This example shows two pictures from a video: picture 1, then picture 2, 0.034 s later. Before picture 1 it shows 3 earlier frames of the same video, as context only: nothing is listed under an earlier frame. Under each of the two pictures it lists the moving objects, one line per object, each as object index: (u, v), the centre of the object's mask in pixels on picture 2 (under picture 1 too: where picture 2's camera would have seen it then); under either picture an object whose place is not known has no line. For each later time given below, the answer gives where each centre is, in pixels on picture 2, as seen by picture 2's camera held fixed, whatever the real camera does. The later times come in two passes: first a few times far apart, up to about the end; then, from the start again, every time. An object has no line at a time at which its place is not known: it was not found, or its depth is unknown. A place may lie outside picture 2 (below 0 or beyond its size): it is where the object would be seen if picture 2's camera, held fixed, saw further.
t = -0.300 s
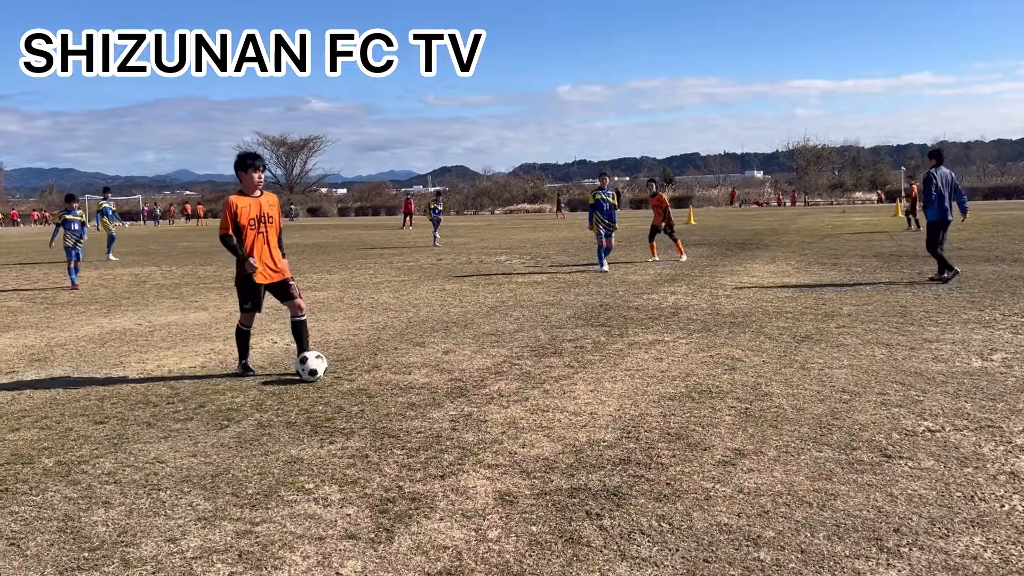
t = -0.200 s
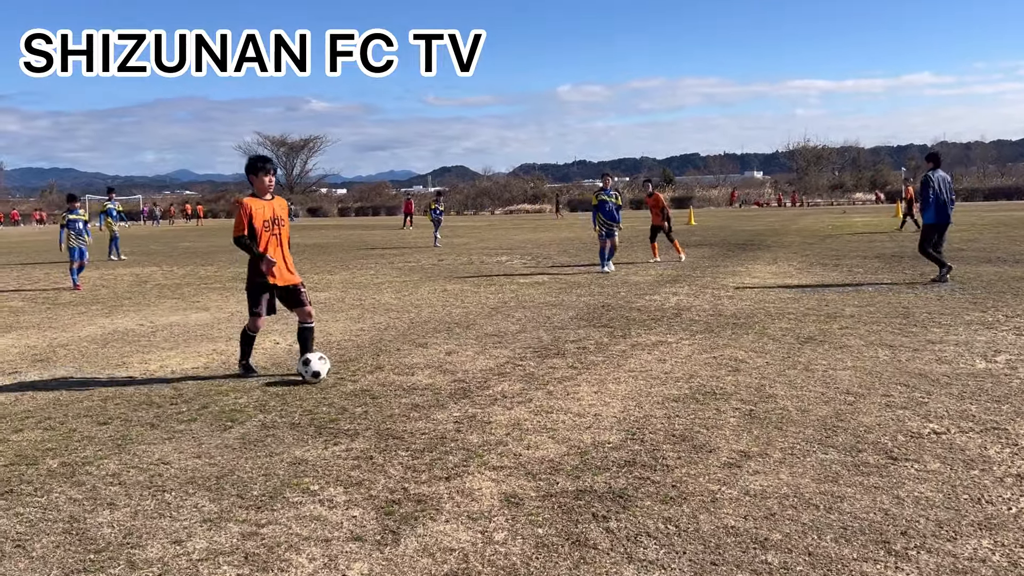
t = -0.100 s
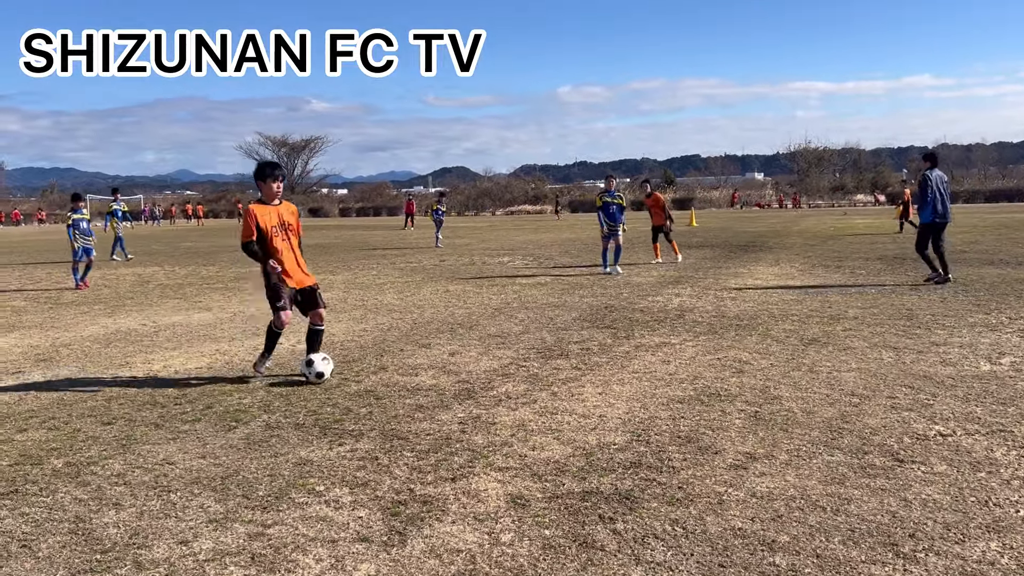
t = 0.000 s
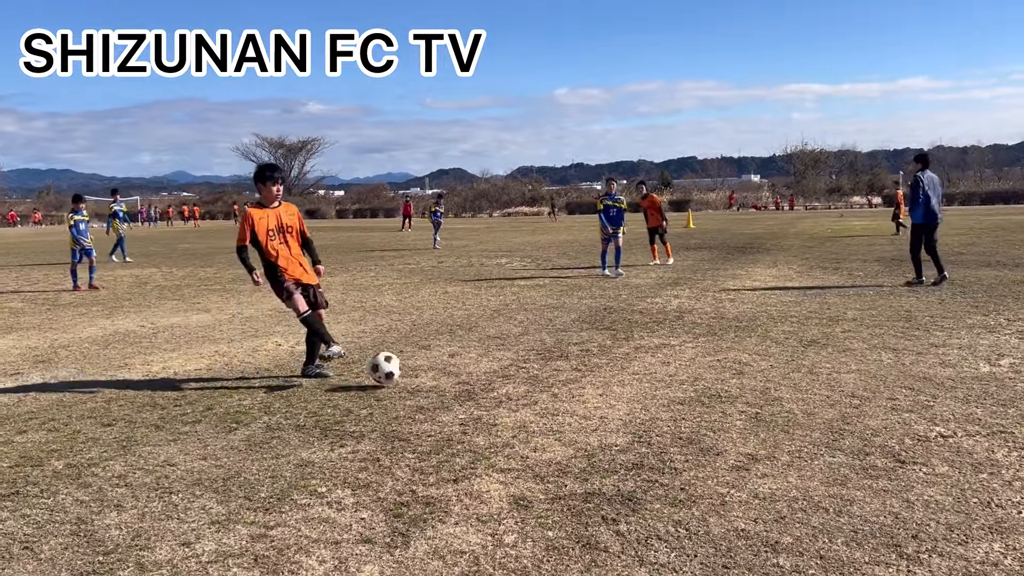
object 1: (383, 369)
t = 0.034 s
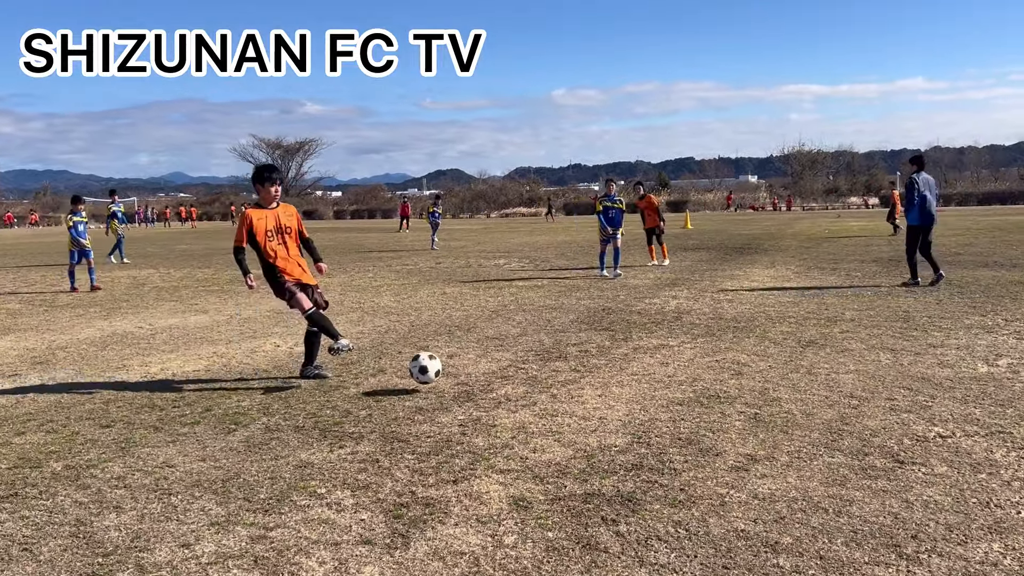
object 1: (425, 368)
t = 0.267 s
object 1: (746, 387)
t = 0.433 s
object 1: (1001, 401)
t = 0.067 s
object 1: (468, 369)
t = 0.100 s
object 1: (512, 372)
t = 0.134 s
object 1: (559, 377)
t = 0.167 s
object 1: (606, 383)
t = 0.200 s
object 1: (652, 386)
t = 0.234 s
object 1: (698, 386)
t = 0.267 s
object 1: (746, 387)
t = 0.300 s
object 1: (794, 389)
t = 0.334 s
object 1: (845, 394)
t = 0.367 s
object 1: (899, 401)
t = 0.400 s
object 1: (952, 407)
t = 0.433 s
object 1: (1001, 401)
